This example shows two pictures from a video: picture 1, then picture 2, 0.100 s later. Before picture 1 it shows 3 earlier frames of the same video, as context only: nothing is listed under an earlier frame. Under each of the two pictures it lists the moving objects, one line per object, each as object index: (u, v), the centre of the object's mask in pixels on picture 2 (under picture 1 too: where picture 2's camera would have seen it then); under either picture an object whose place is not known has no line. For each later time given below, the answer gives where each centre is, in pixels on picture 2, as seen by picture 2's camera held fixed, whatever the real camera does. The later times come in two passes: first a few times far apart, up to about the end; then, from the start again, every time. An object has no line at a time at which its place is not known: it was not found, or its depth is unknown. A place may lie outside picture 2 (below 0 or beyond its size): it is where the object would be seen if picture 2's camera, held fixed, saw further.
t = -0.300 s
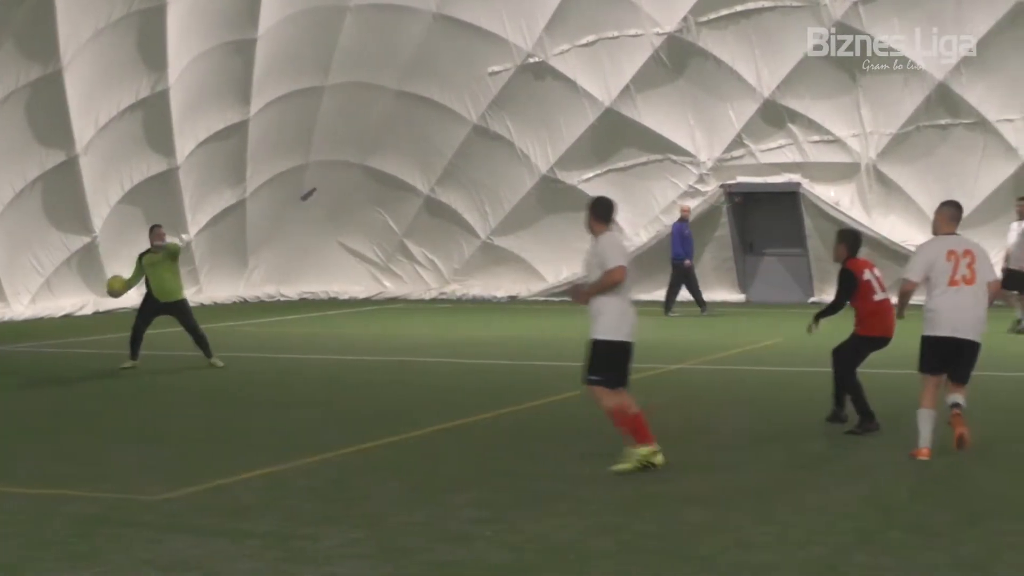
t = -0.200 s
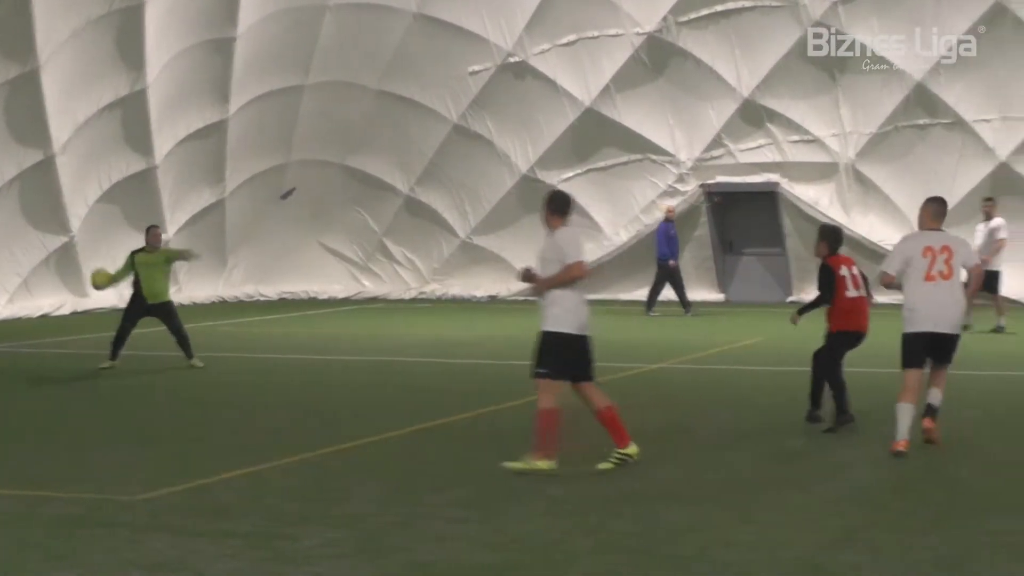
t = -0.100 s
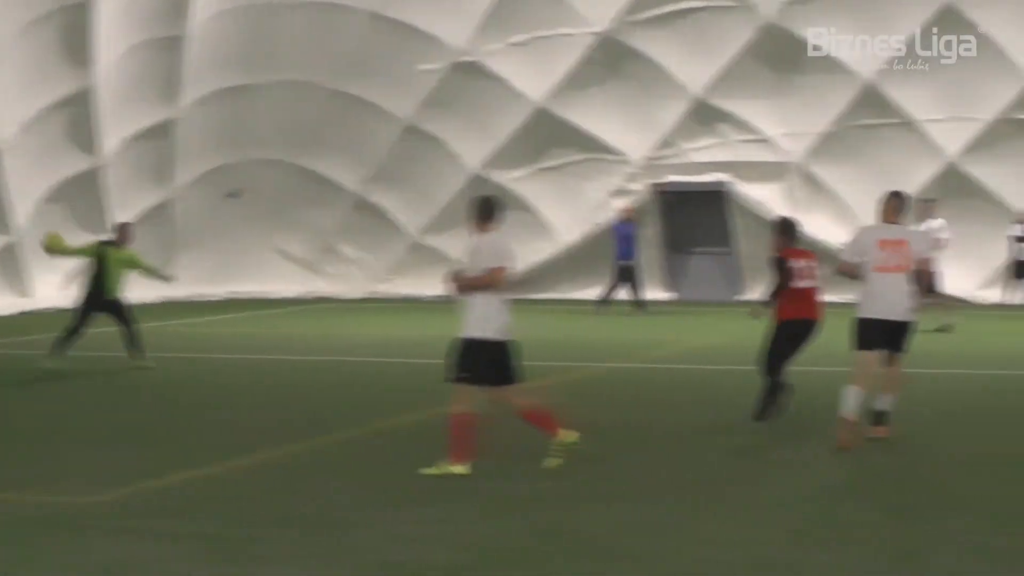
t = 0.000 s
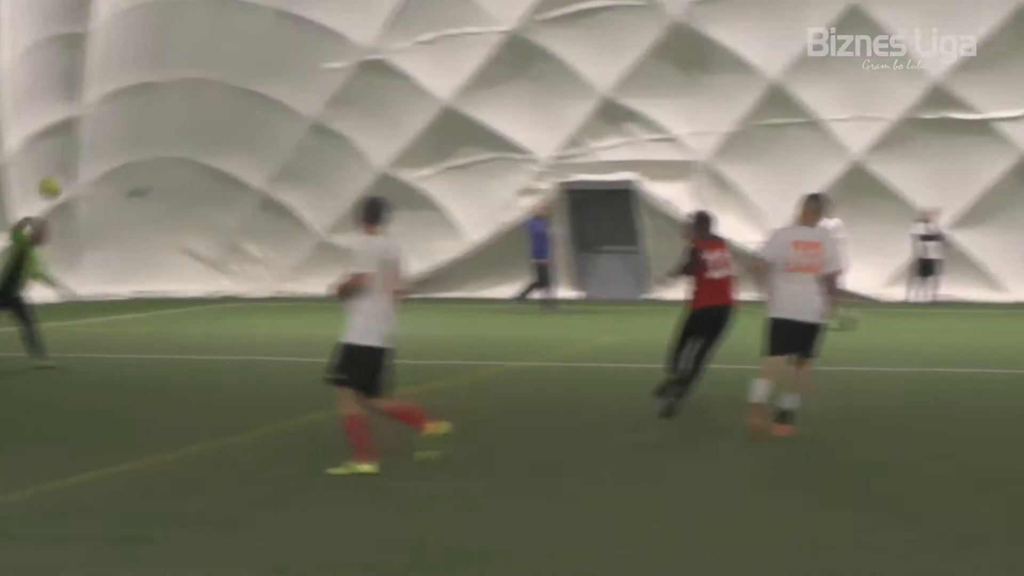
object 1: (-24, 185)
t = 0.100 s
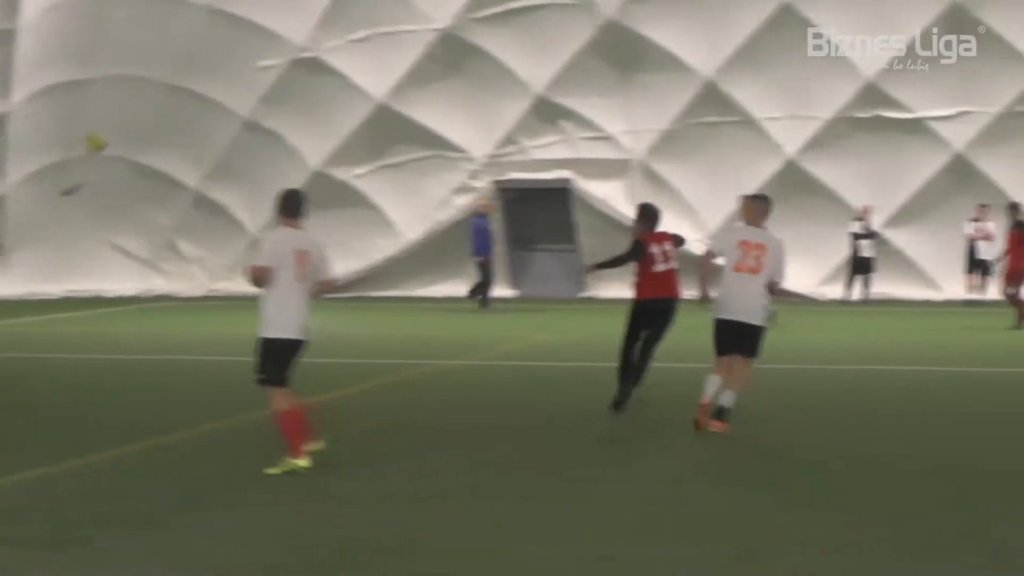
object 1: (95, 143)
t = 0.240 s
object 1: (260, 94)
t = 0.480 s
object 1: (538, 44)
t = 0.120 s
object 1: (118, 136)
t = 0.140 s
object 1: (141, 129)
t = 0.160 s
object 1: (164, 121)
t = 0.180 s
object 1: (188, 114)
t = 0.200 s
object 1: (212, 107)
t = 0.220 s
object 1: (235, 99)
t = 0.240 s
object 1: (260, 94)
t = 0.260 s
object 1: (281, 88)
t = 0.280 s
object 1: (305, 84)
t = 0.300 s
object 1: (328, 77)
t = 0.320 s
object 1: (351, 72)
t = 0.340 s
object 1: (375, 67)
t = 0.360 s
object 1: (397, 63)
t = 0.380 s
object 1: (419, 60)
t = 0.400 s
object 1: (445, 56)
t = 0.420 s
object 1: (467, 53)
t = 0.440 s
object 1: (491, 49)
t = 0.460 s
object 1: (514, 47)
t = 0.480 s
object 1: (538, 44)
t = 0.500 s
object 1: (561, 42)
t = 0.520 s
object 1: (584, 40)
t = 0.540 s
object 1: (607, 38)
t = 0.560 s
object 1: (631, 37)
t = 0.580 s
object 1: (656, 37)
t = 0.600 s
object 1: (679, 37)
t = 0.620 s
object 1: (702, 37)
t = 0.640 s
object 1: (726, 37)
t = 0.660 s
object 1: (750, 38)
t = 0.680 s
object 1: (775, 39)
